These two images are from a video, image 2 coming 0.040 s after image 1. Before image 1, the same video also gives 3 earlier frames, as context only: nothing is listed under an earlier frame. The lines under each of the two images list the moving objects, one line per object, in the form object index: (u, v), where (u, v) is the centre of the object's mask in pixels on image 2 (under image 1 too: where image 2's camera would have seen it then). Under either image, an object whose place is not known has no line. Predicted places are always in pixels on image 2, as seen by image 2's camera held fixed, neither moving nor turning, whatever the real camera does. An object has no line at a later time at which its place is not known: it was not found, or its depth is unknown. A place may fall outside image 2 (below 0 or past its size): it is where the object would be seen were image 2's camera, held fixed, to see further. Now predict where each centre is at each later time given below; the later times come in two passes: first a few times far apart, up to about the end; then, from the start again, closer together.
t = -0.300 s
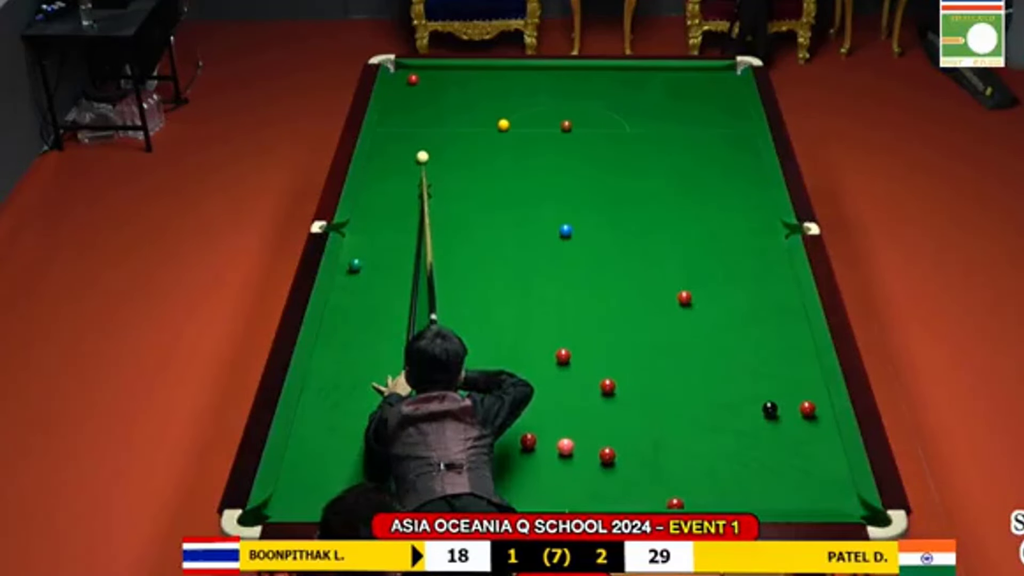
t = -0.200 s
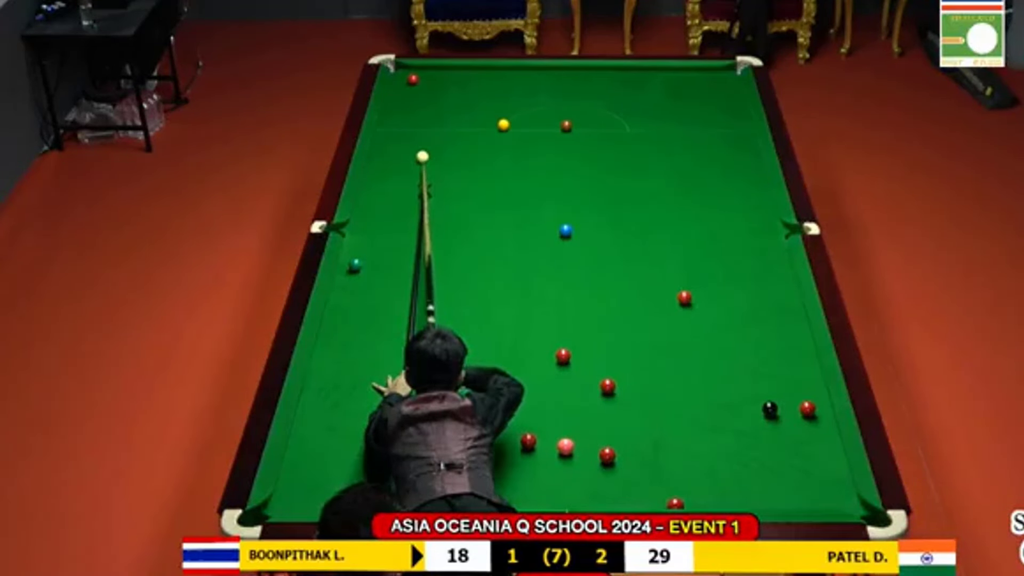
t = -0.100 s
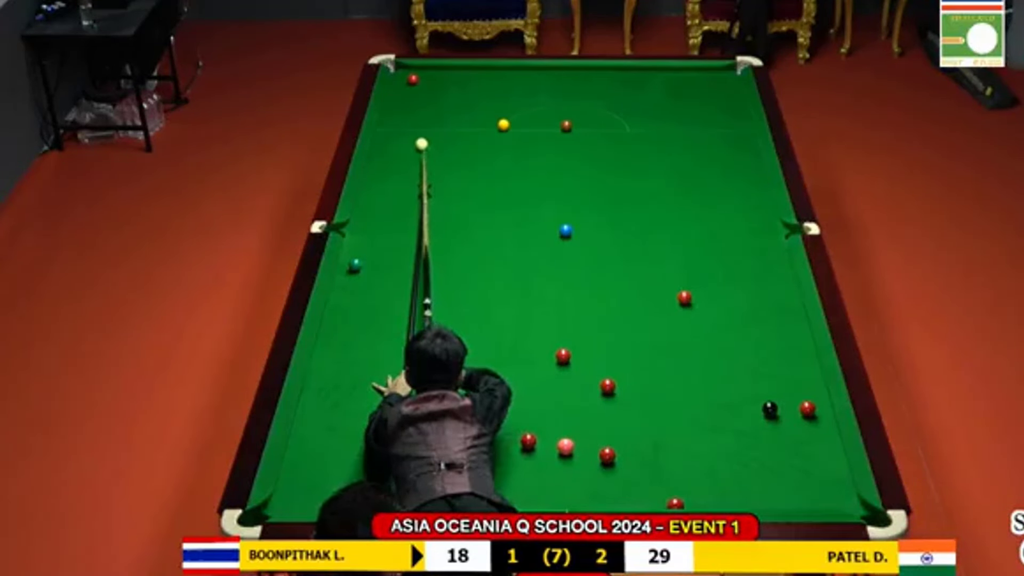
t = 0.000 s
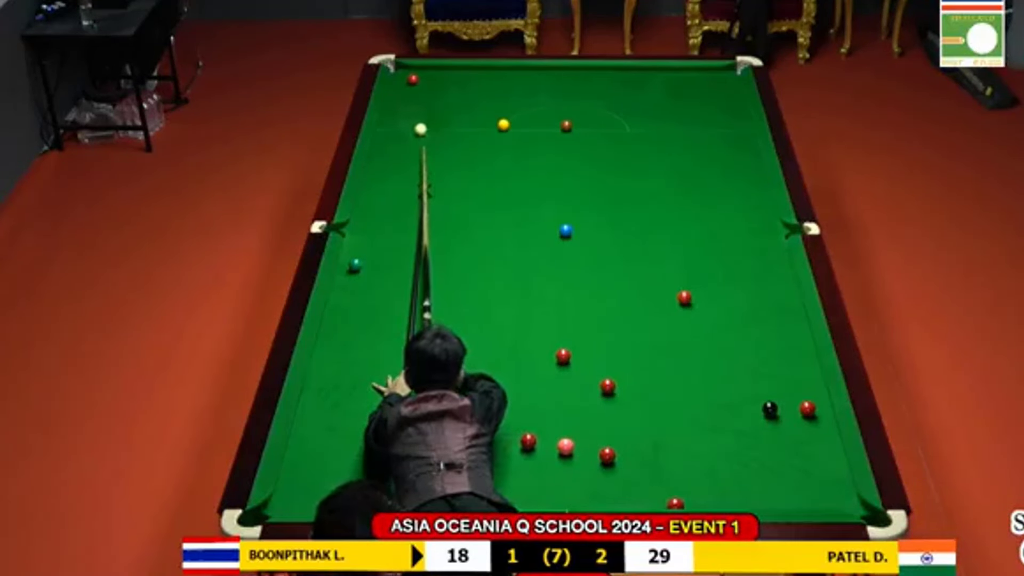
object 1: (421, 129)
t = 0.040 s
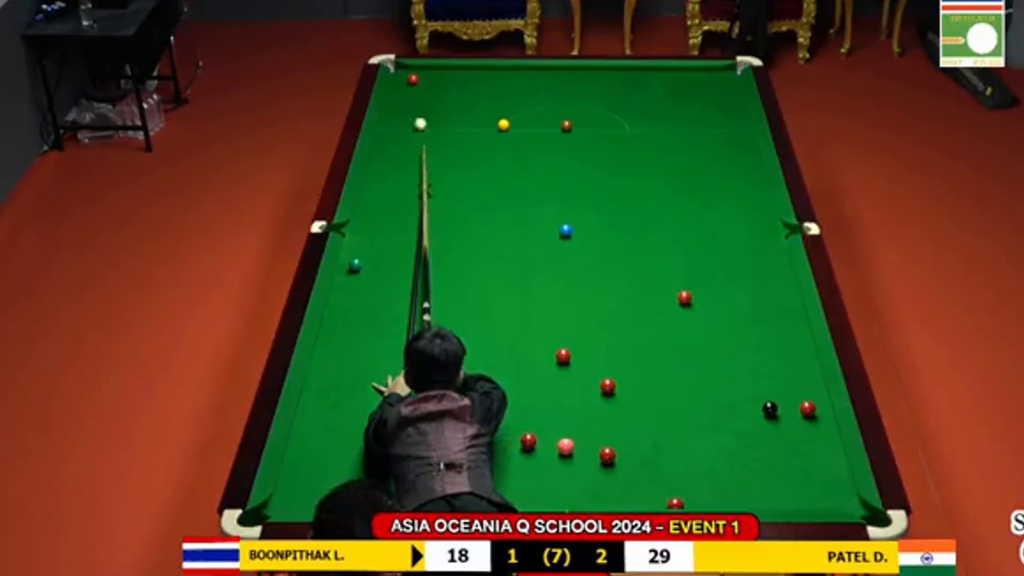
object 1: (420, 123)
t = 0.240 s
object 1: (419, 98)
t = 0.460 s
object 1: (426, 79)
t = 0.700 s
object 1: (447, 68)
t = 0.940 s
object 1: (463, 73)
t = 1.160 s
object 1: (476, 80)
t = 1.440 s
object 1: (494, 88)
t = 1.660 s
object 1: (507, 94)
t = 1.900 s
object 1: (522, 101)
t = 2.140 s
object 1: (536, 107)
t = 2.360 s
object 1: (548, 113)
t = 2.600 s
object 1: (561, 118)
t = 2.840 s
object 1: (574, 121)
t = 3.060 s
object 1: (583, 122)
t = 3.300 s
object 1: (592, 123)
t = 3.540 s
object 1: (600, 124)
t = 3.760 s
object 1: (607, 125)
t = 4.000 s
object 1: (613, 125)
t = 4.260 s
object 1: (619, 126)
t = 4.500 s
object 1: (624, 127)
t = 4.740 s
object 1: (628, 127)
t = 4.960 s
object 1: (631, 128)
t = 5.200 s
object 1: (632, 128)
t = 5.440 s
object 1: (634, 128)
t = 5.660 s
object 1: (634, 128)
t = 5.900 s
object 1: (634, 128)
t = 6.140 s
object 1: (634, 128)
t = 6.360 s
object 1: (634, 128)
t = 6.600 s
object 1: (634, 128)
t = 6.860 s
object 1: (634, 127)
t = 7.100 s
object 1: (633, 128)
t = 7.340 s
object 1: (633, 128)
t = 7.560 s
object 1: (633, 128)
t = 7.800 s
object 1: (633, 128)
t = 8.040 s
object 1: (633, 128)
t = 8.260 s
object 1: (633, 128)
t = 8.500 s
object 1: (633, 128)
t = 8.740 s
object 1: (633, 128)
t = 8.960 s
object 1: (633, 128)
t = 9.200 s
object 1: (634, 128)
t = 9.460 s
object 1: (634, 128)
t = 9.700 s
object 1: (634, 128)
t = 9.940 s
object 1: (634, 128)
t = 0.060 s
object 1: (420, 121)
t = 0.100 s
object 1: (420, 116)
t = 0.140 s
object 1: (420, 111)
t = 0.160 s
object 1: (420, 108)
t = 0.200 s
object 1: (419, 104)
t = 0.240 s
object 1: (419, 98)
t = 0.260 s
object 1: (419, 96)
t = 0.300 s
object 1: (419, 92)
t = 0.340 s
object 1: (418, 87)
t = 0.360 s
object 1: (419, 85)
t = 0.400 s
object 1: (420, 81)
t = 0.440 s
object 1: (424, 80)
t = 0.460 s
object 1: (426, 79)
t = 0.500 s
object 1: (430, 77)
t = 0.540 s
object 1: (433, 76)
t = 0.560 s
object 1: (436, 75)
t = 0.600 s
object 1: (439, 73)
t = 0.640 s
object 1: (442, 71)
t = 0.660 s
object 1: (444, 70)
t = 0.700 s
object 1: (447, 68)
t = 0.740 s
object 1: (450, 67)
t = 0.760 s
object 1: (451, 68)
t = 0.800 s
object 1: (454, 70)
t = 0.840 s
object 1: (456, 71)
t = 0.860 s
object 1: (457, 71)
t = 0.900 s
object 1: (460, 72)
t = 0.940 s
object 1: (463, 73)
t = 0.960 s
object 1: (464, 74)
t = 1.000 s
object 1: (467, 75)
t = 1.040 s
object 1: (469, 76)
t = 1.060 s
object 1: (470, 77)
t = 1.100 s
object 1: (472, 78)
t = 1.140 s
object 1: (475, 79)
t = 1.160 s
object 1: (476, 80)
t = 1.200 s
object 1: (479, 81)
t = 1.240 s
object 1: (481, 82)
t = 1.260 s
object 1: (483, 83)
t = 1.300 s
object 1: (485, 84)
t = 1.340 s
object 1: (488, 85)
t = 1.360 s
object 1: (489, 86)
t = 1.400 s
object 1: (491, 87)
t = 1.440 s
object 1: (494, 88)
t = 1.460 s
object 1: (495, 89)
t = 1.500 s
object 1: (498, 90)
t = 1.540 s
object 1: (500, 91)
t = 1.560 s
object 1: (501, 91)
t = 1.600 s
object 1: (504, 93)
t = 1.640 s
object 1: (506, 94)
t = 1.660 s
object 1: (507, 94)
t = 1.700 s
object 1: (510, 95)
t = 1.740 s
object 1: (512, 96)
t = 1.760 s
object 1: (514, 97)
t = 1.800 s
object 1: (516, 98)
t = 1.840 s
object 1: (518, 99)
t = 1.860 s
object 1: (520, 100)
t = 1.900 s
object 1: (522, 101)
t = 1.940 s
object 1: (524, 102)
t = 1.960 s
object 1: (525, 102)
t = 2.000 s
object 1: (528, 103)
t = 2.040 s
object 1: (530, 104)
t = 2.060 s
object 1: (531, 105)
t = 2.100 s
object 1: (533, 106)
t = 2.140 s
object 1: (536, 107)
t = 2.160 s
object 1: (537, 108)
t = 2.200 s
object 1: (539, 109)
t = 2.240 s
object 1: (542, 110)
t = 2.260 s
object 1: (542, 110)
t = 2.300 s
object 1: (545, 111)
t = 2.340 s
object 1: (547, 112)
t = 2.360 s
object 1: (548, 113)
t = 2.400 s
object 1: (550, 114)
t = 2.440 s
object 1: (553, 115)
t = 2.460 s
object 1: (554, 115)
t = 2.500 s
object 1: (556, 116)
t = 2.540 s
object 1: (558, 117)
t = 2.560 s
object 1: (560, 118)
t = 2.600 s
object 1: (561, 118)
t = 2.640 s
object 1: (564, 119)
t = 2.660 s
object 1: (565, 119)
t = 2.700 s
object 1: (567, 119)
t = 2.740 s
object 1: (570, 119)
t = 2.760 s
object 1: (570, 119)
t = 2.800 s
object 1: (572, 120)
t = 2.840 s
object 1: (574, 121)
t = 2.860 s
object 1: (575, 121)
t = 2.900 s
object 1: (577, 121)
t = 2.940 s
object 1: (578, 121)
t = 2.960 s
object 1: (579, 121)
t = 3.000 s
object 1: (580, 122)
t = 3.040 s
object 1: (582, 122)
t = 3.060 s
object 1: (583, 122)
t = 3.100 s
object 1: (584, 122)
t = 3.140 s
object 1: (586, 123)
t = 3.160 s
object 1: (587, 123)
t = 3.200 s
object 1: (588, 123)
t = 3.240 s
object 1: (589, 123)
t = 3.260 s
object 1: (591, 123)
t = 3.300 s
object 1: (592, 123)
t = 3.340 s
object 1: (593, 123)
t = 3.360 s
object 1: (594, 123)
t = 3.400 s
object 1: (596, 123)
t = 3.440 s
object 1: (597, 124)
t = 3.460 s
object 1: (598, 124)
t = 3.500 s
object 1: (599, 124)
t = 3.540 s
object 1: (600, 124)
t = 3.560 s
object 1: (601, 124)
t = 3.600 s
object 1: (602, 124)
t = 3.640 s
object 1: (604, 124)
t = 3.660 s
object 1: (604, 124)
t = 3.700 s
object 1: (605, 125)
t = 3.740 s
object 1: (607, 125)
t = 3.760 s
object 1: (607, 125)
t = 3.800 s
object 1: (608, 125)
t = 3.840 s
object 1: (609, 125)
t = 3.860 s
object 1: (610, 125)
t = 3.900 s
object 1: (611, 125)
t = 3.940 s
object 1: (612, 125)
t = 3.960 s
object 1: (612, 125)
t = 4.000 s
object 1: (613, 125)
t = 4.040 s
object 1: (614, 126)
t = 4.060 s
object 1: (615, 126)
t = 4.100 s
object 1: (616, 126)
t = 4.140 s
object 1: (617, 126)
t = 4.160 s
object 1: (617, 126)
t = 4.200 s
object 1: (618, 126)
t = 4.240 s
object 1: (619, 126)
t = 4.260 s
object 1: (619, 126)
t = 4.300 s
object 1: (620, 126)
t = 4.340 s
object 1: (621, 126)
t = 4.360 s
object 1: (622, 127)
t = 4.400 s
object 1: (622, 127)
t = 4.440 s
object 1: (623, 127)
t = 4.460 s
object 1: (623, 127)
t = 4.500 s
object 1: (624, 127)
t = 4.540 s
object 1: (625, 127)
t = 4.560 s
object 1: (625, 127)
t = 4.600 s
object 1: (626, 127)
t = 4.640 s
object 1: (626, 127)
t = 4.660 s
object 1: (626, 127)
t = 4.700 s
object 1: (627, 127)
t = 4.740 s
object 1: (628, 127)
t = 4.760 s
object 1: (628, 128)
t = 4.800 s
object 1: (629, 128)
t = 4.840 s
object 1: (629, 128)
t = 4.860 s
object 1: (630, 128)
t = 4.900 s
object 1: (630, 128)
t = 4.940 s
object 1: (630, 128)
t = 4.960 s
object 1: (631, 128)
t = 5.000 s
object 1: (631, 128)
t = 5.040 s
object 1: (631, 128)
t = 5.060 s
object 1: (631, 128)
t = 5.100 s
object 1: (632, 128)
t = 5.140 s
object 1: (632, 128)
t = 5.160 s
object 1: (632, 128)
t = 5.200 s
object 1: (632, 128)
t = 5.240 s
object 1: (633, 128)
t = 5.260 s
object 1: (633, 128)
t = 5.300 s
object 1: (633, 128)
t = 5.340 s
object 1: (633, 128)
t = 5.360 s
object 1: (633, 128)
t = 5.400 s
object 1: (634, 128)
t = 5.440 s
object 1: (634, 128)
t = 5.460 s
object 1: (634, 128)
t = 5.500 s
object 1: (634, 128)
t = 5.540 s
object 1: (634, 128)
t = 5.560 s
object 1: (634, 128)
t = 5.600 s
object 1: (634, 128)
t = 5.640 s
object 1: (634, 128)
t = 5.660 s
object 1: (634, 128)
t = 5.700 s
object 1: (634, 128)
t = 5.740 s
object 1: (634, 128)
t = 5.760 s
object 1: (634, 128)
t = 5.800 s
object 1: (634, 128)
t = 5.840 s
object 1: (634, 128)
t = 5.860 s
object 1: (634, 128)
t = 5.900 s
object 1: (634, 128)
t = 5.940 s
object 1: (634, 128)
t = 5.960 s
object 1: (634, 128)
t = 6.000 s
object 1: (634, 128)
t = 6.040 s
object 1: (634, 128)
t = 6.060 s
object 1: (634, 128)
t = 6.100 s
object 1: (634, 128)
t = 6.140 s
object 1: (634, 128)
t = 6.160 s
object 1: (634, 128)
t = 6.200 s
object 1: (634, 128)
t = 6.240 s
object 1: (634, 128)
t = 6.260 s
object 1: (634, 128)
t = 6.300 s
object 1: (634, 128)
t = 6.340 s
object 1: (634, 128)
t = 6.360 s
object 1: (634, 128)
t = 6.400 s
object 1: (634, 128)
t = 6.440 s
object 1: (634, 128)
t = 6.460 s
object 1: (634, 128)
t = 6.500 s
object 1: (634, 128)
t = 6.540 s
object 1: (634, 128)
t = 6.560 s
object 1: (634, 128)
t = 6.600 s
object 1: (634, 128)
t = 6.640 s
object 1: (634, 128)
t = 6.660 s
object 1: (634, 128)
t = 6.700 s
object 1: (634, 128)
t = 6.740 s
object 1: (634, 128)
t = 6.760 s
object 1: (634, 128)
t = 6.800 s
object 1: (634, 128)
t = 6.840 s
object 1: (634, 128)
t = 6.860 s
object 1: (634, 127)
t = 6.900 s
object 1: (633, 128)
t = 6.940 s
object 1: (633, 128)
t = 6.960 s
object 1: (634, 128)
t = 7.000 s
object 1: (634, 128)
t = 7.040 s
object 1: (633, 128)
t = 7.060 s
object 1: (633, 128)
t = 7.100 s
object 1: (633, 128)
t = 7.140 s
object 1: (633, 128)
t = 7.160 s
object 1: (633, 128)
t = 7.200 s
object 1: (633, 128)
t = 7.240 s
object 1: (633, 128)
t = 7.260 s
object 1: (633, 128)
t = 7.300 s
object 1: (633, 128)
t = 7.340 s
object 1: (633, 128)
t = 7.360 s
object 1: (633, 128)
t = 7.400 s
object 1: (633, 128)
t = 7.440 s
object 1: (633, 128)
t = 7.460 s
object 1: (633, 128)
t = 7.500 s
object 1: (633, 128)
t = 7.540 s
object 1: (633, 128)
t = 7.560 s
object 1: (633, 128)
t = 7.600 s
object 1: (633, 128)
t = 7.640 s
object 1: (633, 128)
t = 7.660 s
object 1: (633, 128)
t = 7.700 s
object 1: (633, 128)
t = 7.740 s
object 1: (633, 128)
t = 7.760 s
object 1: (633, 128)
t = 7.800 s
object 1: (633, 128)
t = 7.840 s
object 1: (633, 128)
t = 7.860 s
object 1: (633, 128)
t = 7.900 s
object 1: (633, 128)
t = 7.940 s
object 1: (633, 128)
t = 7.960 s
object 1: (633, 128)
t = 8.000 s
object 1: (633, 128)
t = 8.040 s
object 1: (633, 128)
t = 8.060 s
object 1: (633, 128)
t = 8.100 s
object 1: (633, 128)
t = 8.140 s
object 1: (633, 128)
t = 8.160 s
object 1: (633, 128)
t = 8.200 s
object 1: (633, 128)
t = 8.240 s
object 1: (633, 128)
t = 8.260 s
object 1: (633, 128)
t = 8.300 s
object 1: (633, 128)
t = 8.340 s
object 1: (633, 128)
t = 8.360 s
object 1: (633, 128)
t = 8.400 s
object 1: (633, 128)
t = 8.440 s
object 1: (633, 128)
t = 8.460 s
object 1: (633, 128)
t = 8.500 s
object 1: (633, 128)
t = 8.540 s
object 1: (633, 128)
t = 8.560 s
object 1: (633, 128)
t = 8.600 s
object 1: (633, 128)
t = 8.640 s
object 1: (633, 128)
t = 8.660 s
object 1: (633, 128)
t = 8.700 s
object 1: (633, 128)
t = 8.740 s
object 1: (633, 128)
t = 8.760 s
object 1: (633, 128)
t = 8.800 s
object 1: (633, 128)
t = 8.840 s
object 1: (633, 128)
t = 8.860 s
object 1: (633, 128)
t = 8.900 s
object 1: (633, 128)
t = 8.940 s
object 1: (633, 128)
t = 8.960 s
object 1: (633, 128)
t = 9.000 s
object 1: (633, 128)
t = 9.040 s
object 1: (634, 128)
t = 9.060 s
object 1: (634, 128)
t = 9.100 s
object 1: (634, 128)
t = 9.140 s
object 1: (634, 128)
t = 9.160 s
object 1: (634, 128)
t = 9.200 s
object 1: (634, 128)
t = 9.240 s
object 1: (633, 128)
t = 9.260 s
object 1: (634, 128)
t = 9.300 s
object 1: (634, 128)
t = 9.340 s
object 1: (634, 128)
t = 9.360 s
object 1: (634, 128)
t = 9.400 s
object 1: (634, 128)
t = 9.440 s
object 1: (634, 128)
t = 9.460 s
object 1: (634, 128)
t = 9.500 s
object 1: (634, 128)
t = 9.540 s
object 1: (634, 128)
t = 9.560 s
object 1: (634, 128)
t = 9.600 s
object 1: (634, 128)
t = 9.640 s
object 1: (634, 128)
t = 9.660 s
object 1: (634, 128)
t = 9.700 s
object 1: (634, 128)
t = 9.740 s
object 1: (634, 128)
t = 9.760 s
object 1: (634, 128)
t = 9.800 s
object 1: (634, 128)
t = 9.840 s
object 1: (633, 128)
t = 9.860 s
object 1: (634, 128)
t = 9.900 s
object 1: (633, 128)
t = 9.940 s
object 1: (634, 128)
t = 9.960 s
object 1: (633, 128)
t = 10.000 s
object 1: (633, 128)
